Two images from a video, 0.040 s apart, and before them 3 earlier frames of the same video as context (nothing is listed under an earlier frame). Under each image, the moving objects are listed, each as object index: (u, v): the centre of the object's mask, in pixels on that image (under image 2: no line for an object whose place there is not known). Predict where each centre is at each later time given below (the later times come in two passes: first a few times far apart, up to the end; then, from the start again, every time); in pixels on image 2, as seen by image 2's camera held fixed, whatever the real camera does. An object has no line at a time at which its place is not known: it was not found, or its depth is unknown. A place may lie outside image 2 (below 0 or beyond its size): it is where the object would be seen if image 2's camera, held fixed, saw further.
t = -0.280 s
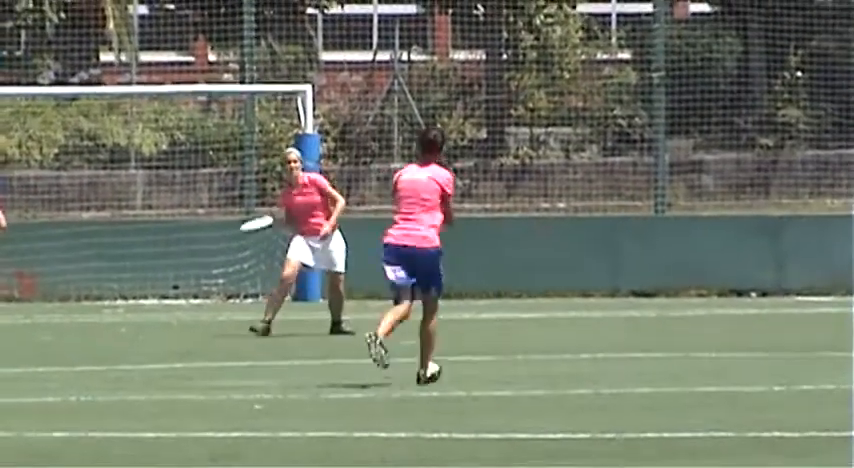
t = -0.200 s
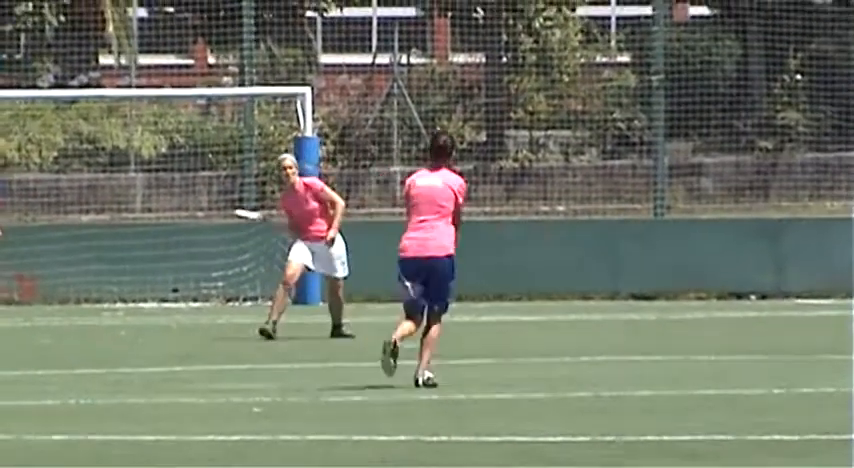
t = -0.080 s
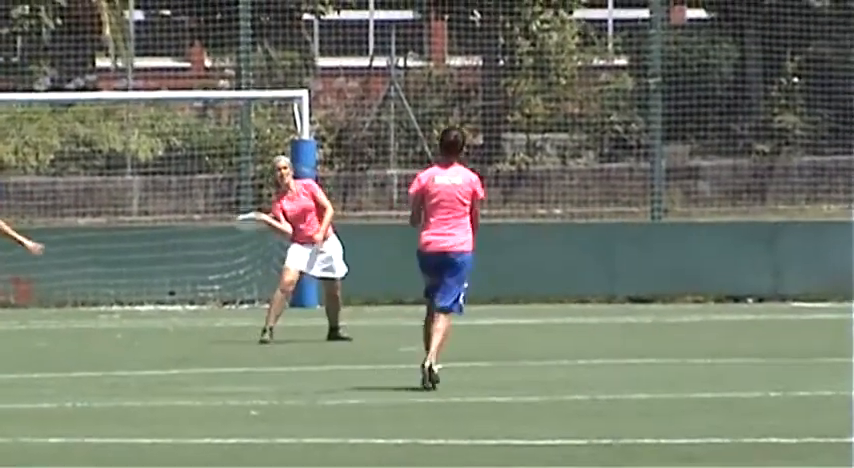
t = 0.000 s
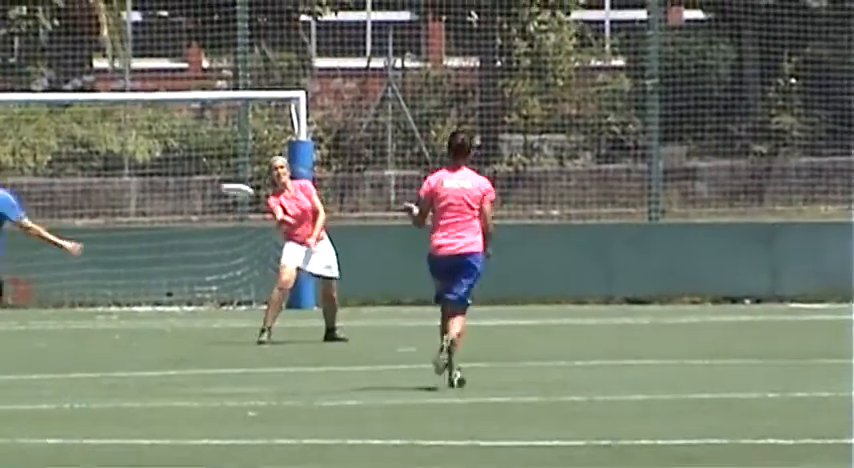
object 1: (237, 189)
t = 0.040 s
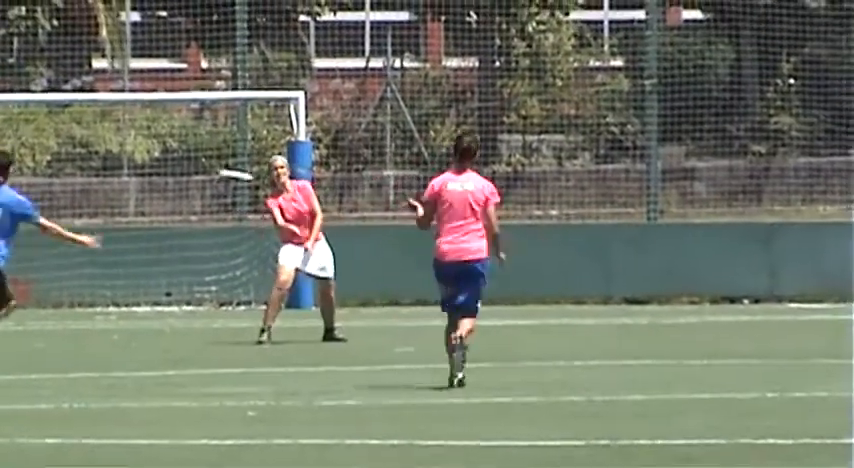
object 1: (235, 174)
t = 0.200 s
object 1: (237, 129)
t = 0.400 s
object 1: (247, 85)
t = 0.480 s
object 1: (258, 71)
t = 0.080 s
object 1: (235, 162)
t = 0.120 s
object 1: (235, 149)
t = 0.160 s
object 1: (235, 139)
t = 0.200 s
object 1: (237, 129)
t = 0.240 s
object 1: (236, 120)
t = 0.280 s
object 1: (238, 111)
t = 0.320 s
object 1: (241, 104)
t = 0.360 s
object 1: (237, 93)
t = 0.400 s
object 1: (247, 85)
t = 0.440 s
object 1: (253, 79)
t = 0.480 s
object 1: (258, 71)
